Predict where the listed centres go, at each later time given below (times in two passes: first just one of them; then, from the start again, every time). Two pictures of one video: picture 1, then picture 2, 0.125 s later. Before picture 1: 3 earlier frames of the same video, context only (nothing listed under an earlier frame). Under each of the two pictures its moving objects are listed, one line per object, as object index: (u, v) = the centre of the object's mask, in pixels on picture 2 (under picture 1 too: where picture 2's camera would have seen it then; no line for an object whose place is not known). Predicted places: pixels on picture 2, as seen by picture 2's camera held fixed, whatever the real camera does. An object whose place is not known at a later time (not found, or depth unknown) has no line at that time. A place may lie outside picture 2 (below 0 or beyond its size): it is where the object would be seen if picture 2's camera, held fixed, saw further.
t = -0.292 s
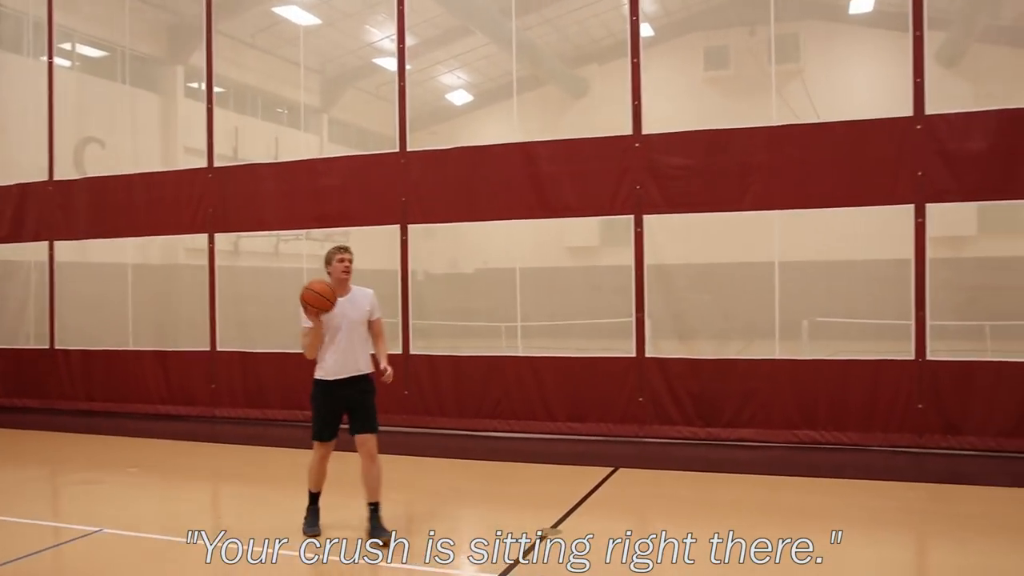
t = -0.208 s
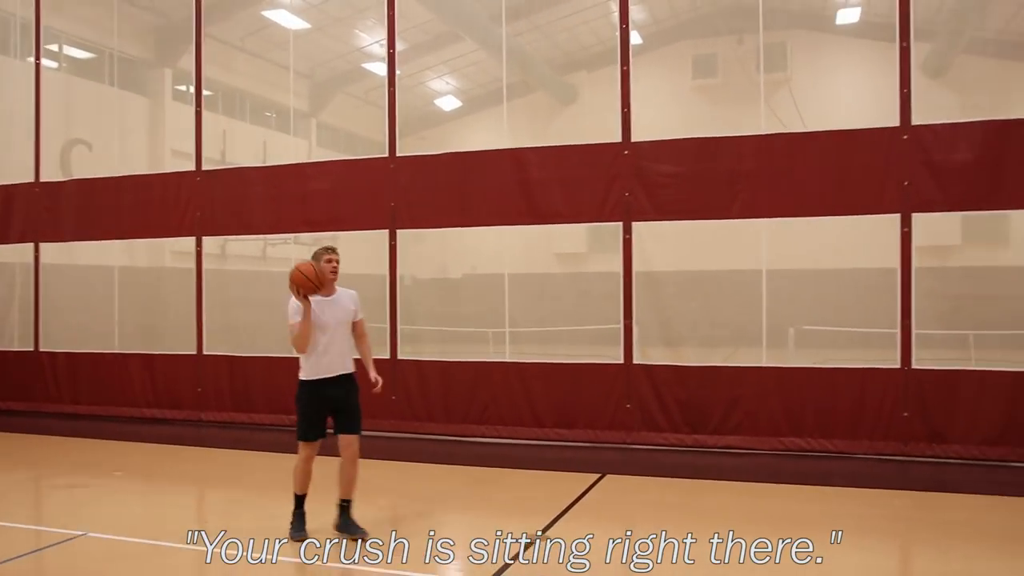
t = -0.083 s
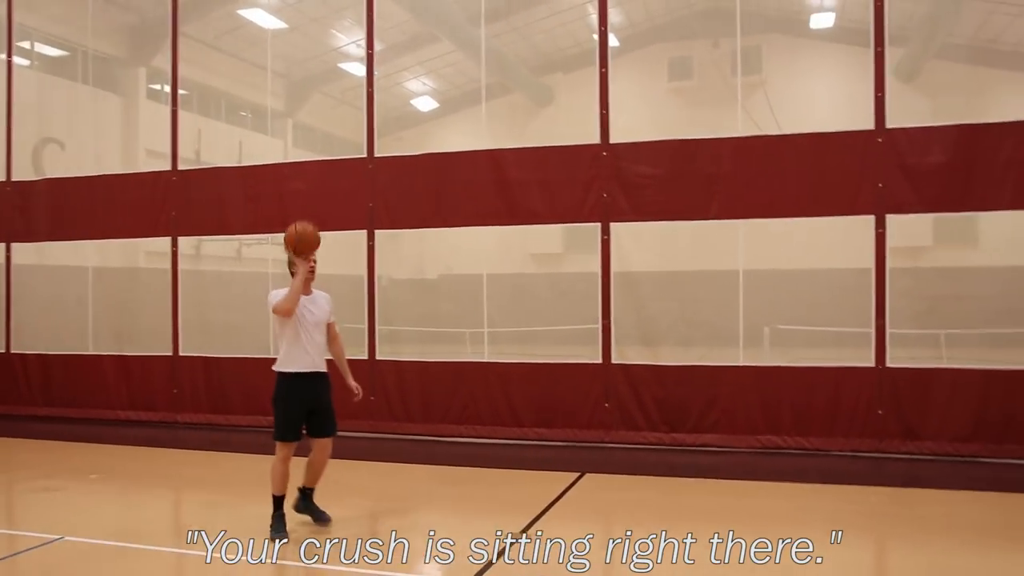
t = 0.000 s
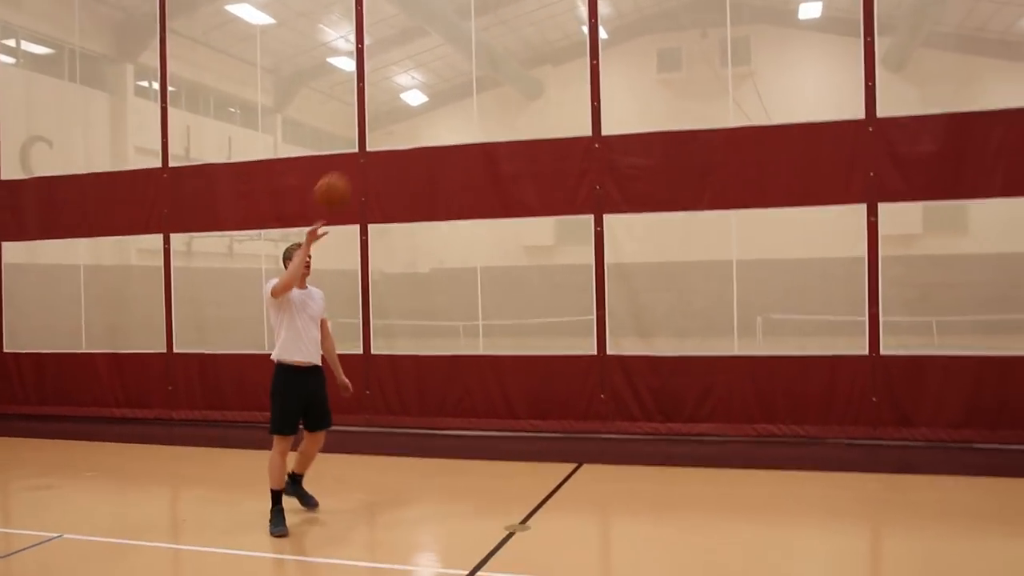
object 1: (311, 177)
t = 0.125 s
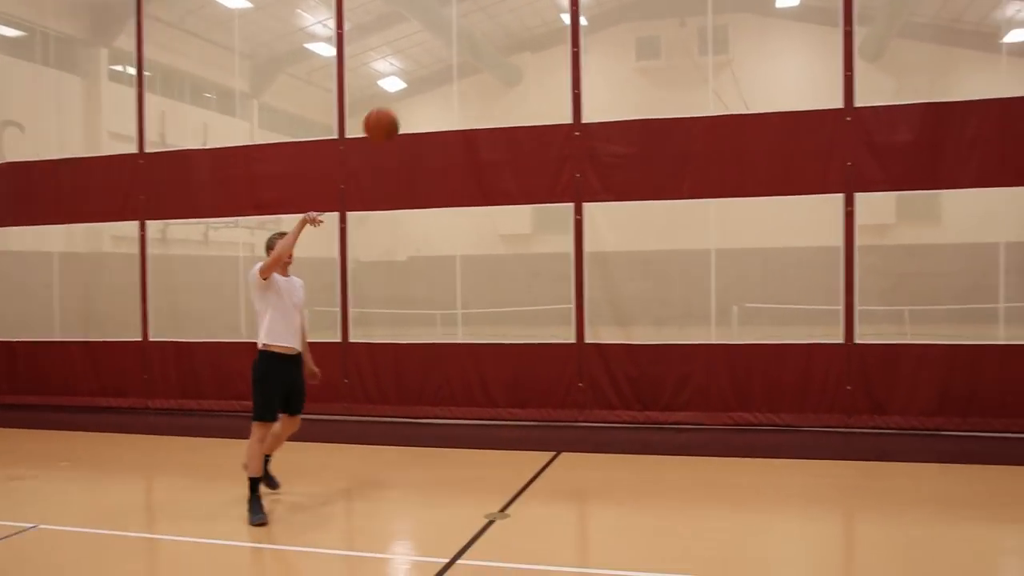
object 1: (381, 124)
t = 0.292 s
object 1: (476, 88)
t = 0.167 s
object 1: (404, 112)
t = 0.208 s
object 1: (428, 102)
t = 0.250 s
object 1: (452, 93)
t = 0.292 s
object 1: (476, 88)
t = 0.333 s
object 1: (499, 85)
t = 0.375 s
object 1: (524, 84)
